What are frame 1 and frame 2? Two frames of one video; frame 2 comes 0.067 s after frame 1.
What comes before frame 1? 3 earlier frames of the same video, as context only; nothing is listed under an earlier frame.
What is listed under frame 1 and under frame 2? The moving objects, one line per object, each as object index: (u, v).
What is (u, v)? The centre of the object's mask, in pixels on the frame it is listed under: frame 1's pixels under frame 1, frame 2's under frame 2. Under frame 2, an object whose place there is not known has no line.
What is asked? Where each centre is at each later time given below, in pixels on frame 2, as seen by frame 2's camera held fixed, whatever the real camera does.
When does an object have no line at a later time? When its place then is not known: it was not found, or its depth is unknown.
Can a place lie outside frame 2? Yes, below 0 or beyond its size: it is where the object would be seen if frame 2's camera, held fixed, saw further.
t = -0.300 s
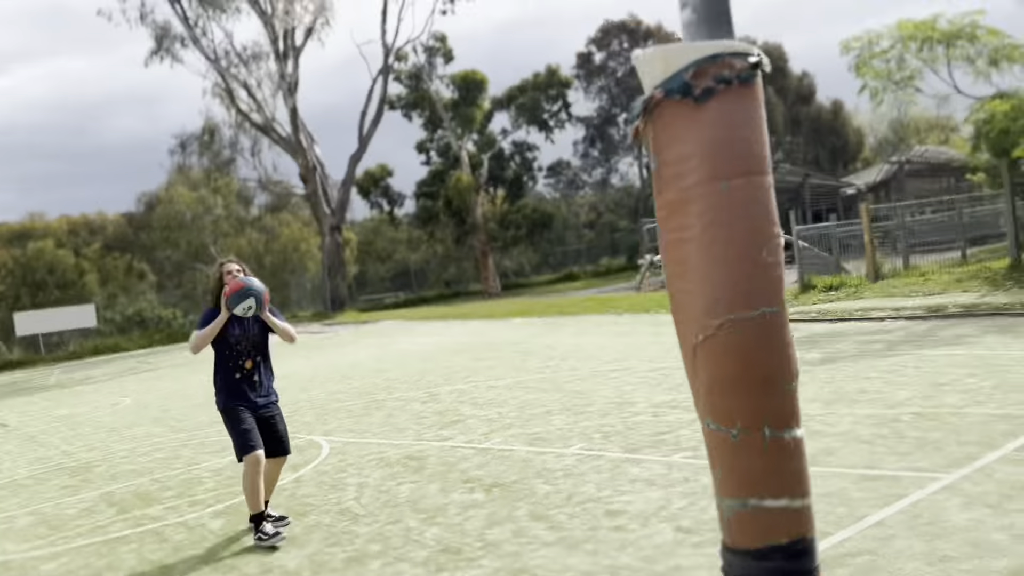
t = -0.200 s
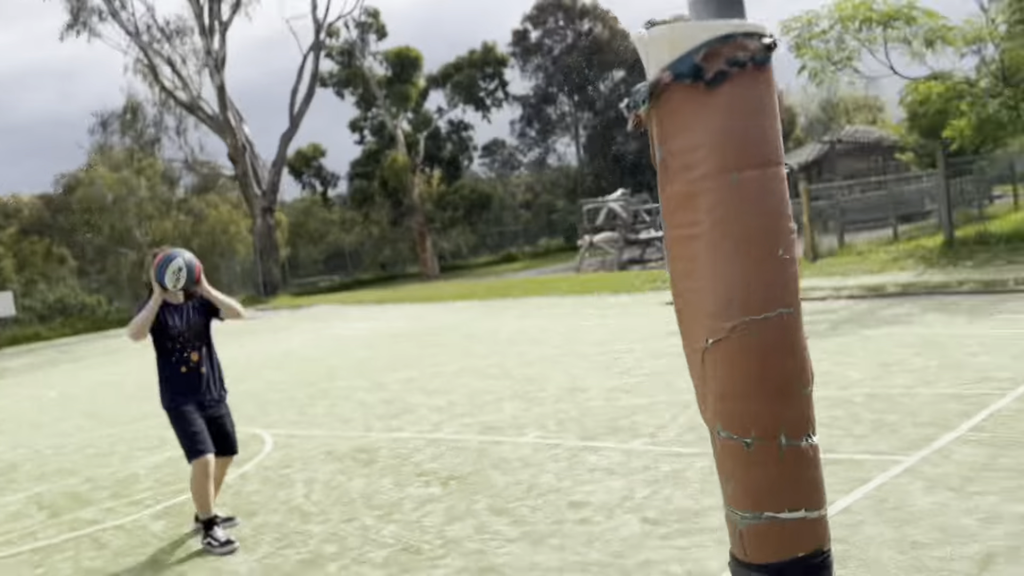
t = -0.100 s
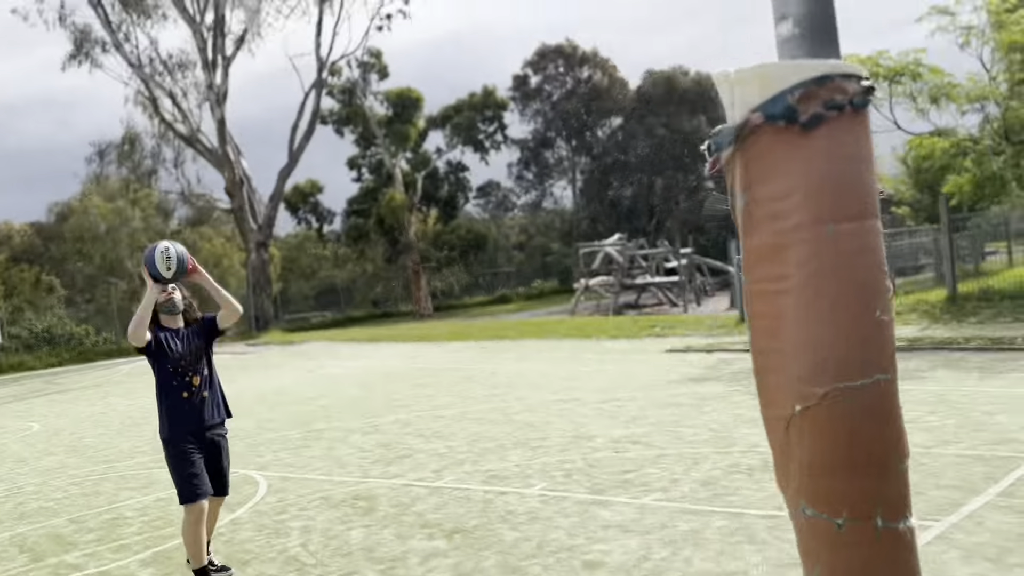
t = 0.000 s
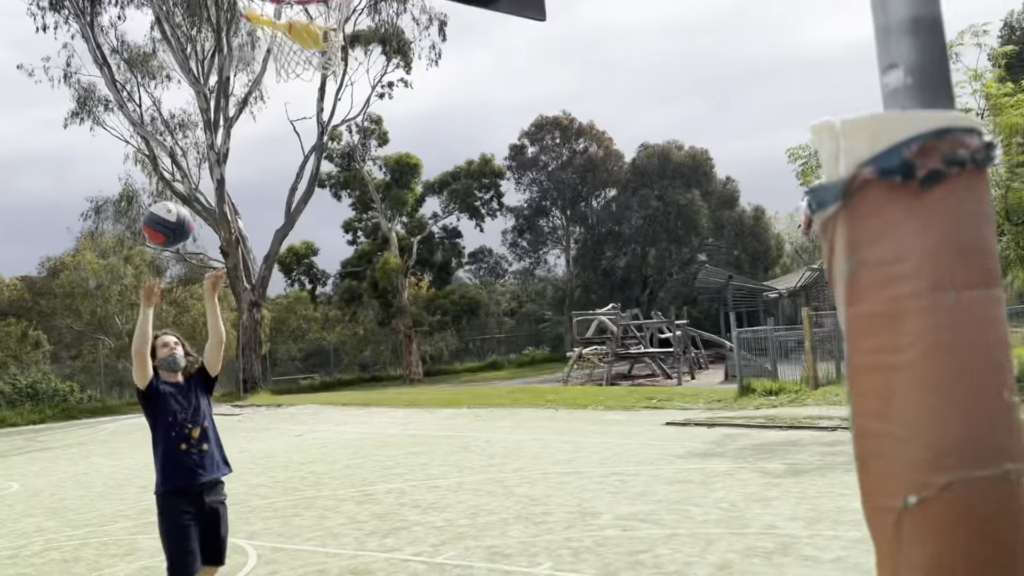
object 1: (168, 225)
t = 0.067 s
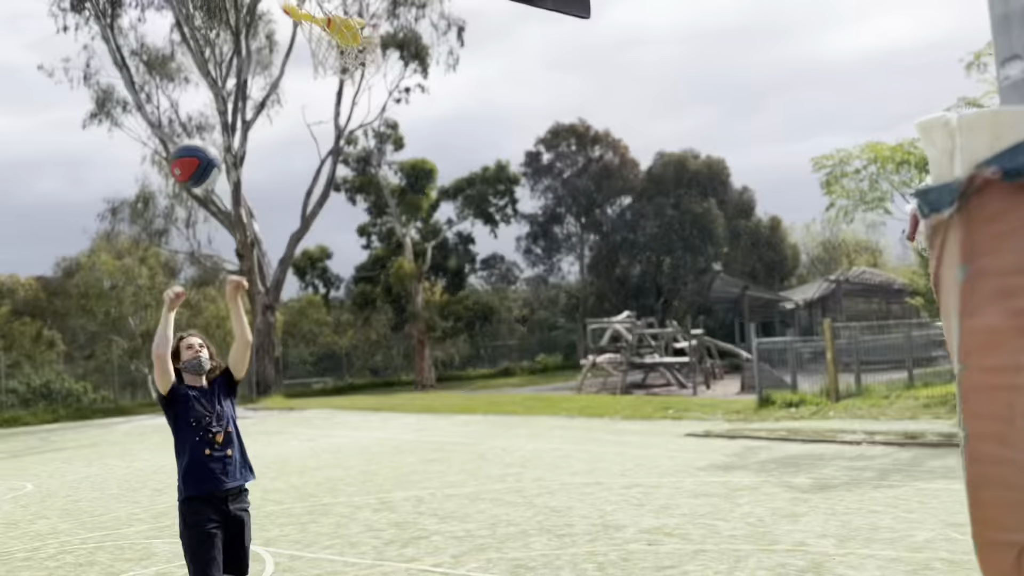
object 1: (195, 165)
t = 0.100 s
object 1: (200, 136)
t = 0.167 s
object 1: (218, 80)
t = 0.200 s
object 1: (228, 53)
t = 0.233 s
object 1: (238, 29)
